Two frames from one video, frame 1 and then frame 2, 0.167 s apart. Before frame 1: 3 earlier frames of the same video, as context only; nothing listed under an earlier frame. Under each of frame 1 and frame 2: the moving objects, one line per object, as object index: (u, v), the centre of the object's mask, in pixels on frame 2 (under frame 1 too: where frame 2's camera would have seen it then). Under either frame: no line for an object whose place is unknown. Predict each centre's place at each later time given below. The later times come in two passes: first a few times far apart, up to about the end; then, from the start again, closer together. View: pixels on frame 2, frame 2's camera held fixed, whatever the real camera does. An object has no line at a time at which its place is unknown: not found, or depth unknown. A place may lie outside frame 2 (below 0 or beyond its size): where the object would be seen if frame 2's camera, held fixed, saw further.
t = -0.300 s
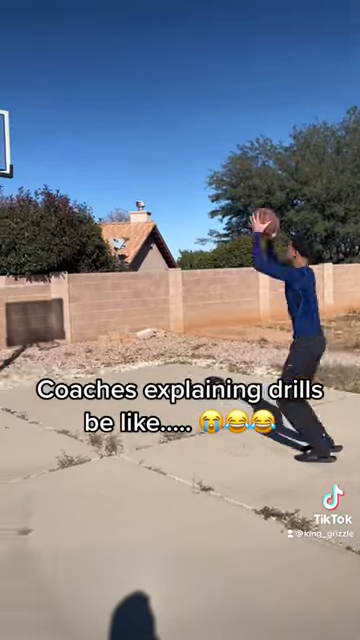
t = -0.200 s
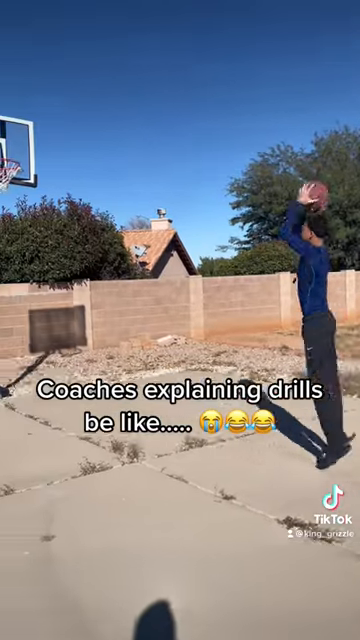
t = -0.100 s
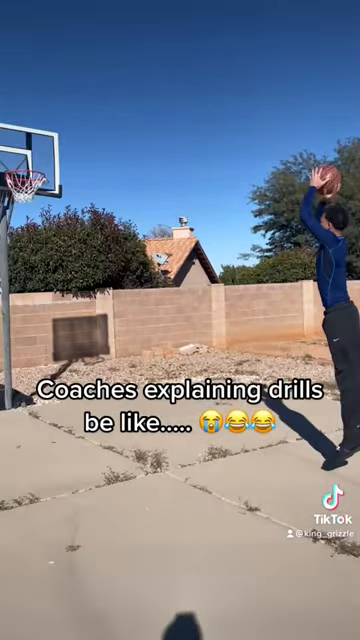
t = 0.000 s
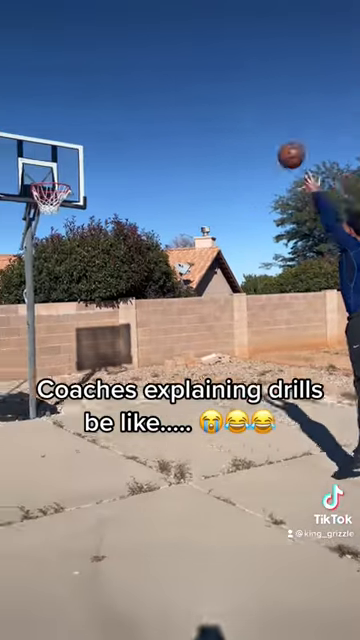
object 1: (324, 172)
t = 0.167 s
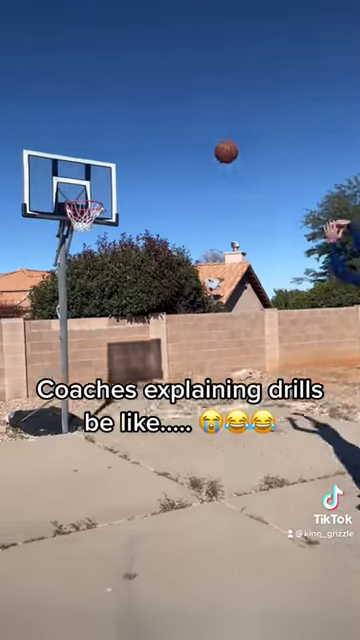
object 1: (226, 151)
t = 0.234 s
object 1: (194, 152)
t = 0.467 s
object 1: (111, 178)
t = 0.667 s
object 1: (107, 200)
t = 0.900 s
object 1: (132, 218)
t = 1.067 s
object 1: (151, 257)
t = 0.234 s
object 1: (194, 152)
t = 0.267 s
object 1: (180, 153)
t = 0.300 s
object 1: (167, 156)
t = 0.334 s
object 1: (155, 159)
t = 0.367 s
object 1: (143, 163)
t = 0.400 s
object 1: (132, 168)
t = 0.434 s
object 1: (121, 172)
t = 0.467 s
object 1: (111, 178)
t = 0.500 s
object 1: (101, 185)
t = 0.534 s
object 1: (99, 188)
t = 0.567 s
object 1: (100, 191)
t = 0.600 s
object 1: (102, 195)
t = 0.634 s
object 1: (104, 200)
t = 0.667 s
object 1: (107, 200)
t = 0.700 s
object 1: (110, 200)
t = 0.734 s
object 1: (114, 201)
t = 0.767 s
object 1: (118, 202)
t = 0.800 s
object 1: (121, 205)
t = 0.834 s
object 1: (125, 209)
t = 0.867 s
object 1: (129, 213)
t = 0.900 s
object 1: (132, 218)
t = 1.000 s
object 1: (144, 239)
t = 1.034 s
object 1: (148, 247)
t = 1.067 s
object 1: (151, 257)
